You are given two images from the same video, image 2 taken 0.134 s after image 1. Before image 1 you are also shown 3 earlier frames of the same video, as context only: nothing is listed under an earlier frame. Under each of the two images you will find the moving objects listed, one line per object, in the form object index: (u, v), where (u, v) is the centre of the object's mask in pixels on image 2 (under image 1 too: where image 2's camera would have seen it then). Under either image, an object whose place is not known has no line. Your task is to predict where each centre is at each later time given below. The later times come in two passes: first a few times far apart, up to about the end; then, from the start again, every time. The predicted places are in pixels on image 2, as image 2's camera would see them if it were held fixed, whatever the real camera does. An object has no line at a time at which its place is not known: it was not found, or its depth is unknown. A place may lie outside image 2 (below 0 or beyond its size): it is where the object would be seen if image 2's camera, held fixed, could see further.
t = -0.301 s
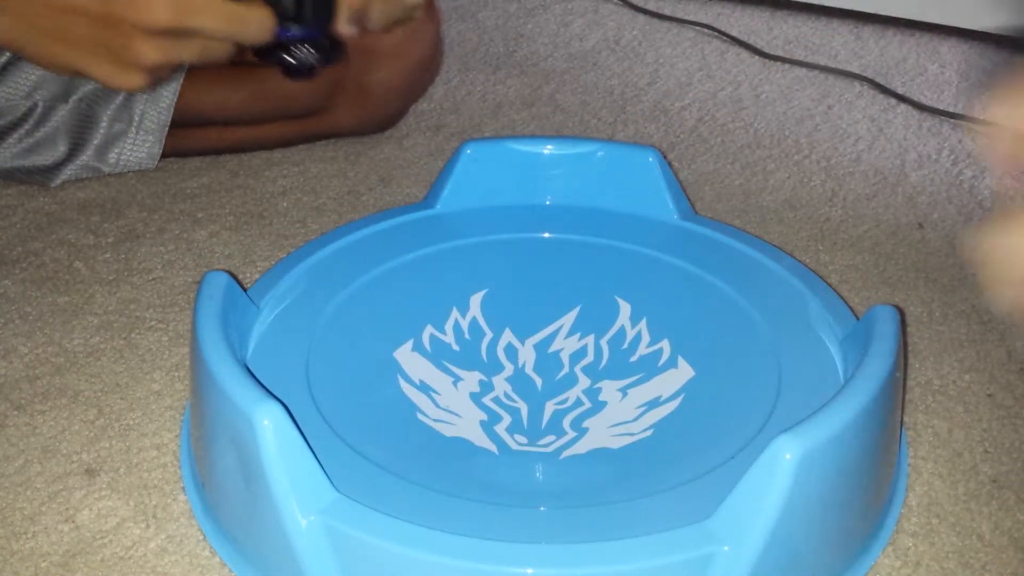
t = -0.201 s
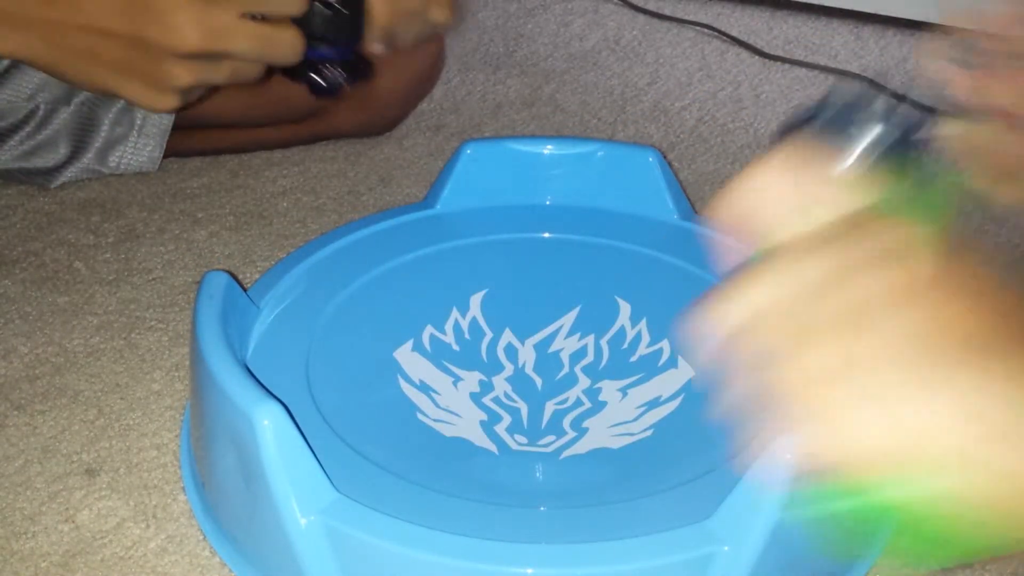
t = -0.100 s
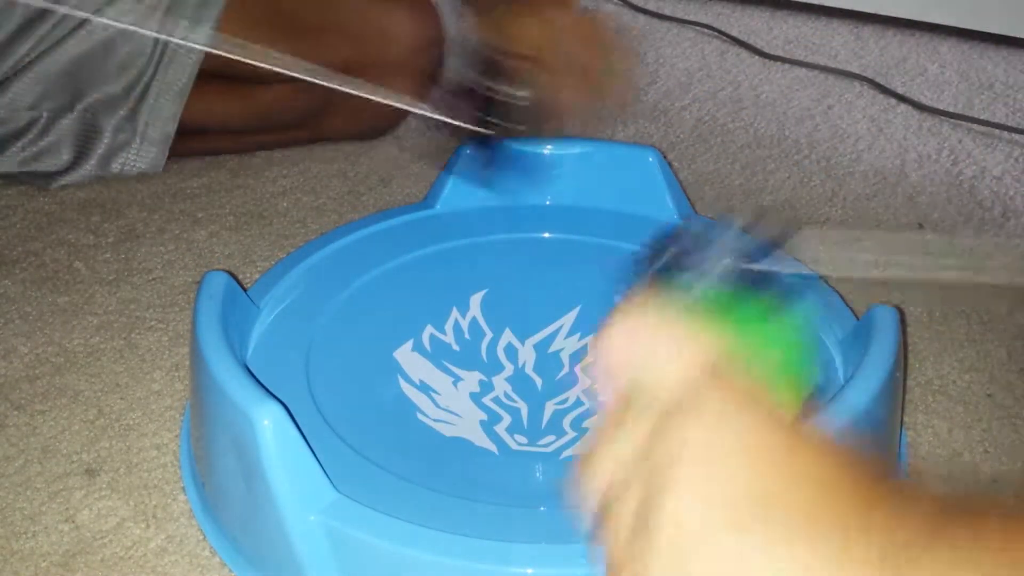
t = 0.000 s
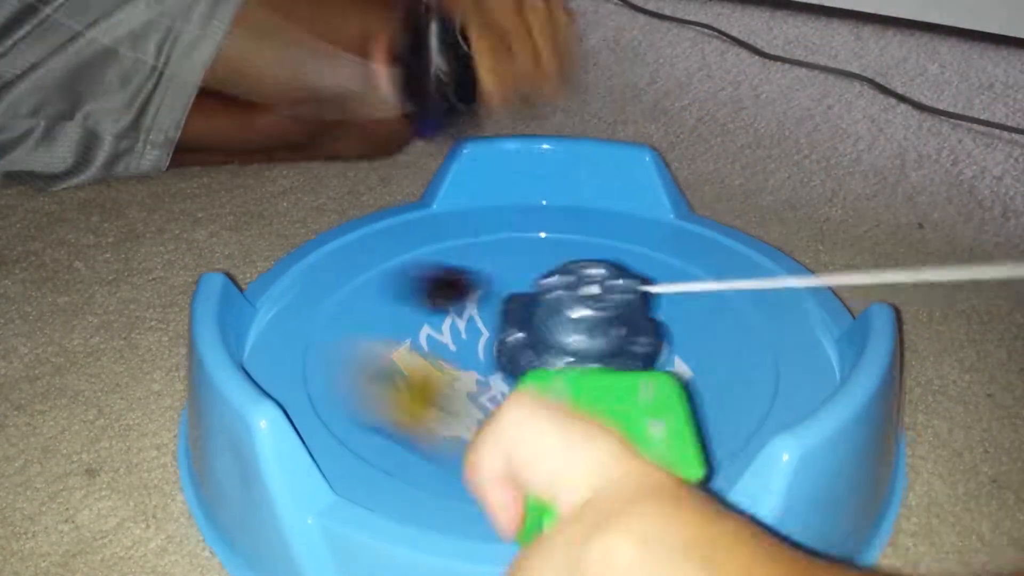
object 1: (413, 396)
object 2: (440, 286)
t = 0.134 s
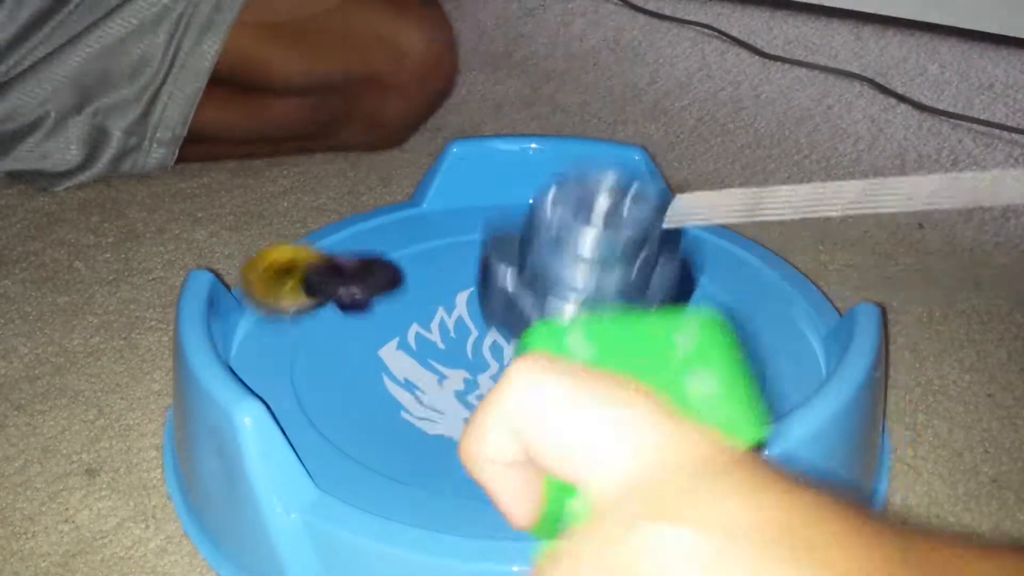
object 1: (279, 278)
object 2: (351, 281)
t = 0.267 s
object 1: (362, 239)
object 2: (409, 393)
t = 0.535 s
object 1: (539, 283)
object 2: (617, 357)
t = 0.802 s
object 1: (556, 280)
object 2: (664, 337)
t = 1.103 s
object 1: (544, 266)
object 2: (521, 349)
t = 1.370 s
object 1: (556, 309)
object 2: (468, 357)
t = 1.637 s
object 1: (624, 338)
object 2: (489, 363)
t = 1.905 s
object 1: (632, 322)
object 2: (500, 345)
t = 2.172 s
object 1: (604, 317)
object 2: (492, 331)
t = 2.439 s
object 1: (589, 366)
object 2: (486, 337)
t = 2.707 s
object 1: (646, 369)
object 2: (505, 338)
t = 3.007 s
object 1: (595, 345)
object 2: (506, 319)
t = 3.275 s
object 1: (546, 396)
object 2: (493, 323)
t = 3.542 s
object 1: (613, 398)
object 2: (530, 340)
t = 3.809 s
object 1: (659, 403)
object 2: (437, 216)
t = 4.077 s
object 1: (622, 359)
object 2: (284, 215)
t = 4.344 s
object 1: (433, 351)
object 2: (200, 253)
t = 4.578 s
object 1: (379, 399)
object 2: (196, 255)
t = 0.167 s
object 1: (297, 272)
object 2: (364, 303)
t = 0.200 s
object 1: (317, 257)
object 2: (370, 337)
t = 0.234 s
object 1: (339, 246)
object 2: (385, 388)
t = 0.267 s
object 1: (362, 239)
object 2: (409, 393)
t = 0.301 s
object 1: (388, 235)
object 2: (435, 398)
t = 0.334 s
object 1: (414, 237)
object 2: (463, 403)
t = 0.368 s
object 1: (439, 241)
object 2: (493, 402)
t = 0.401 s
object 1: (463, 247)
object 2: (524, 397)
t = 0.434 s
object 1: (485, 256)
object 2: (554, 390)
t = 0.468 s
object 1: (504, 265)
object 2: (580, 379)
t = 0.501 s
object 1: (522, 274)
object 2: (601, 368)
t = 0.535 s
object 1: (539, 283)
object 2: (617, 357)
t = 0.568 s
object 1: (556, 291)
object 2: (627, 343)
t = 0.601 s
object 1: (567, 295)
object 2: (636, 334)
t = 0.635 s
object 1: (565, 293)
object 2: (656, 333)
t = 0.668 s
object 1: (563, 290)
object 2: (670, 335)
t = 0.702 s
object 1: (562, 287)
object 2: (679, 337)
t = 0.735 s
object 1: (560, 284)
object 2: (680, 337)
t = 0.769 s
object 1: (558, 281)
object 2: (675, 338)
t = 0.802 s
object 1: (556, 280)
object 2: (664, 337)
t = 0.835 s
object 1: (554, 278)
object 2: (650, 337)
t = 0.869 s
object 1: (553, 277)
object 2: (634, 336)
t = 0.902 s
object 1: (552, 277)
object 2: (615, 334)
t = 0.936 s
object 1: (552, 277)
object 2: (597, 331)
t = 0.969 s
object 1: (551, 276)
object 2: (579, 331)
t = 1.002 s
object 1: (550, 272)
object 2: (565, 335)
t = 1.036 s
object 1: (548, 268)
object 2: (550, 341)
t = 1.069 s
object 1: (546, 266)
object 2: (535, 346)
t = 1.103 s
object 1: (544, 266)
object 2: (521, 349)
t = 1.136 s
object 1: (542, 267)
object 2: (508, 351)
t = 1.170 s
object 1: (540, 270)
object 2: (498, 353)
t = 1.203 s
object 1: (539, 275)
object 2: (489, 353)
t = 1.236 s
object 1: (539, 280)
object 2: (482, 354)
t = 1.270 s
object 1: (541, 287)
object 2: (476, 354)
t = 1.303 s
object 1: (545, 295)
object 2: (472, 355)
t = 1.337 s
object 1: (550, 302)
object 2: (469, 356)
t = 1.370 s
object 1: (556, 309)
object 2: (468, 357)
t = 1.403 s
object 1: (564, 315)
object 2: (468, 358)
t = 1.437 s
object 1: (573, 320)
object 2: (470, 360)
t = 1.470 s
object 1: (583, 325)
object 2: (472, 361)
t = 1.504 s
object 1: (593, 330)
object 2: (475, 362)
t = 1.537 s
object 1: (602, 333)
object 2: (479, 362)
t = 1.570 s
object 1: (610, 336)
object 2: (483, 363)
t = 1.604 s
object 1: (618, 337)
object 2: (486, 363)
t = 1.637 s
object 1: (624, 338)
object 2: (489, 363)
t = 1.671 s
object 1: (630, 338)
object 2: (492, 362)
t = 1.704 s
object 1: (634, 337)
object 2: (494, 361)
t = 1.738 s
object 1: (637, 336)
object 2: (495, 359)
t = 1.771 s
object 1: (638, 334)
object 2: (497, 357)
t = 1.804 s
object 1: (638, 331)
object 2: (498, 354)
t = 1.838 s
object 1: (637, 328)
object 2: (498, 351)
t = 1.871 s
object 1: (635, 325)
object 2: (499, 348)
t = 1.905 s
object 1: (632, 322)
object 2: (500, 345)
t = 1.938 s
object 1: (629, 319)
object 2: (500, 343)
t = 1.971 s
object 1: (626, 317)
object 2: (499, 340)
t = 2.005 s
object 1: (623, 314)
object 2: (499, 338)
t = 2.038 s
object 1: (620, 312)
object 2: (497, 336)
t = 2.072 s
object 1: (616, 311)
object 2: (496, 334)
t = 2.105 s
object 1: (612, 312)
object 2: (495, 333)
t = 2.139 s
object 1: (608, 314)
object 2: (493, 332)
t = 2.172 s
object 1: (604, 317)
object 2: (492, 331)
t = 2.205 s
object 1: (599, 322)
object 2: (490, 331)
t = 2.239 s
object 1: (594, 327)
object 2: (488, 331)
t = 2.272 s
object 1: (590, 334)
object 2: (487, 331)
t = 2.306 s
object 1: (587, 340)
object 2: (485, 332)
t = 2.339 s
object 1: (585, 347)
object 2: (485, 333)
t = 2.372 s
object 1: (585, 354)
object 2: (484, 334)
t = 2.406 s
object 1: (586, 360)
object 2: (485, 335)
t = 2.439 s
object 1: (589, 366)
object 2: (486, 337)
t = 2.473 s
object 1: (594, 370)
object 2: (487, 338)
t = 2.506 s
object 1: (600, 375)
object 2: (489, 339)
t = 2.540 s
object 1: (607, 377)
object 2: (491, 339)
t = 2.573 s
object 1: (615, 378)
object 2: (493, 340)
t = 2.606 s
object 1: (623, 378)
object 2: (496, 340)
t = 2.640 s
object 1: (632, 376)
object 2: (499, 339)
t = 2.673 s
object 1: (639, 373)
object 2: (502, 339)
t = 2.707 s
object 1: (646, 369)
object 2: (505, 338)
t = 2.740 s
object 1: (650, 364)
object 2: (508, 337)
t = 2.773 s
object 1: (652, 359)
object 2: (511, 335)
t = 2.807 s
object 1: (651, 353)
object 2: (514, 333)
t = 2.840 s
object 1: (647, 349)
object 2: (516, 331)
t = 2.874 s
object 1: (639, 345)
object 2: (519, 330)
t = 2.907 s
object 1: (627, 342)
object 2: (521, 328)
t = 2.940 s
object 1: (614, 341)
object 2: (522, 327)
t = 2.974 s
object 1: (602, 342)
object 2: (518, 324)
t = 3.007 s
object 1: (595, 345)
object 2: (506, 319)
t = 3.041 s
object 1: (586, 351)
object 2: (497, 315)
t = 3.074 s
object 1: (577, 357)
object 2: (490, 313)
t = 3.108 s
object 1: (568, 363)
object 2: (486, 312)
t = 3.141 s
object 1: (559, 370)
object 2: (484, 313)
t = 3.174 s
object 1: (553, 377)
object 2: (484, 314)
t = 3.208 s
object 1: (548, 384)
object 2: (486, 317)
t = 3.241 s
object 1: (545, 390)
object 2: (489, 320)
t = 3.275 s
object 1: (546, 396)
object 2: (493, 323)
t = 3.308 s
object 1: (548, 400)
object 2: (497, 326)
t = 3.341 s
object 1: (553, 404)
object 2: (502, 329)
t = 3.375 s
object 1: (560, 407)
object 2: (507, 332)
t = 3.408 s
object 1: (570, 407)
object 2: (512, 335)
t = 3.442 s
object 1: (582, 407)
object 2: (517, 337)
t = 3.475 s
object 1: (594, 406)
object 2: (521, 338)
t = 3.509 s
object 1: (605, 402)
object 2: (526, 339)
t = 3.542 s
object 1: (613, 398)
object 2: (530, 340)
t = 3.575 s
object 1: (617, 392)
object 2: (534, 340)
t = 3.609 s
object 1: (618, 386)
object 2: (538, 340)
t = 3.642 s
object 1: (615, 379)
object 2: (542, 340)
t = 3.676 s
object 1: (608, 373)
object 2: (542, 339)
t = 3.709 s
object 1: (622, 383)
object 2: (510, 302)
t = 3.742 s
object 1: (639, 394)
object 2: (481, 267)
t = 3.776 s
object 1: (650, 400)
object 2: (456, 240)
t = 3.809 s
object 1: (659, 403)
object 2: (437, 216)
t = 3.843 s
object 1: (666, 403)
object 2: (413, 196)
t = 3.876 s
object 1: (670, 399)
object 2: (392, 192)
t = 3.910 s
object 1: (672, 394)
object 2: (374, 192)
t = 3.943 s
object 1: (671, 388)
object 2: (355, 194)
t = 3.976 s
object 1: (666, 381)
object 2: (338, 196)
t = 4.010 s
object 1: (656, 372)
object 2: (321, 200)
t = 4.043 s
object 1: (641, 366)
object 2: (304, 209)
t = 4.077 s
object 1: (622, 359)
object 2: (284, 215)
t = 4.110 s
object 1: (599, 354)
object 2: (268, 219)
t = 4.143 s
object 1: (575, 351)
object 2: (252, 237)
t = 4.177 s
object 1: (550, 349)
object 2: (235, 258)
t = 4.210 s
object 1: (523, 347)
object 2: (227, 249)
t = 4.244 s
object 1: (497, 347)
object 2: (220, 247)
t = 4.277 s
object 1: (473, 348)
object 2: (214, 255)
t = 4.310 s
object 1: (452, 349)
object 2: (206, 252)
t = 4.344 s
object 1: (433, 351)
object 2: (200, 253)
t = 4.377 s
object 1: (415, 356)
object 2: (196, 254)
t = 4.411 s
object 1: (400, 361)
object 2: (195, 255)
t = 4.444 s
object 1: (388, 367)
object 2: (195, 255)
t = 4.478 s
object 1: (380, 374)
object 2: (196, 255)
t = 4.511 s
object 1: (376, 381)
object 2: (196, 255)
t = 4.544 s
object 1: (376, 390)
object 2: (196, 255)
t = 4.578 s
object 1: (379, 399)
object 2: (196, 255)
